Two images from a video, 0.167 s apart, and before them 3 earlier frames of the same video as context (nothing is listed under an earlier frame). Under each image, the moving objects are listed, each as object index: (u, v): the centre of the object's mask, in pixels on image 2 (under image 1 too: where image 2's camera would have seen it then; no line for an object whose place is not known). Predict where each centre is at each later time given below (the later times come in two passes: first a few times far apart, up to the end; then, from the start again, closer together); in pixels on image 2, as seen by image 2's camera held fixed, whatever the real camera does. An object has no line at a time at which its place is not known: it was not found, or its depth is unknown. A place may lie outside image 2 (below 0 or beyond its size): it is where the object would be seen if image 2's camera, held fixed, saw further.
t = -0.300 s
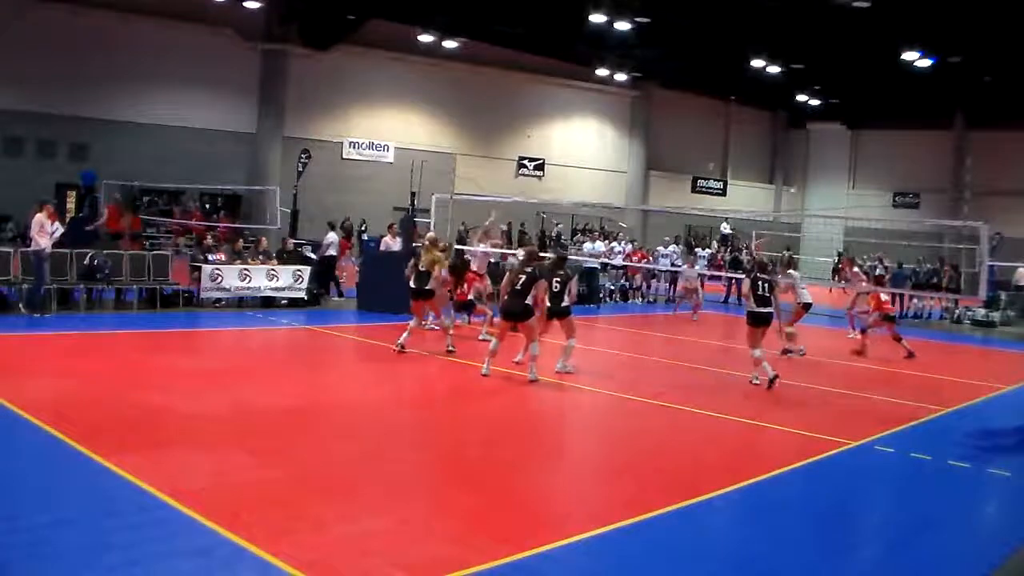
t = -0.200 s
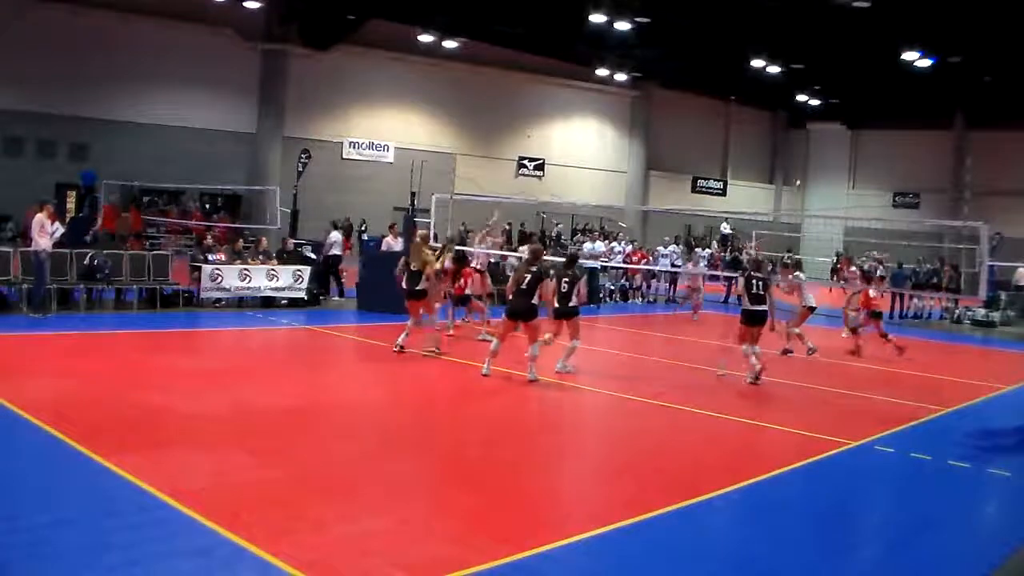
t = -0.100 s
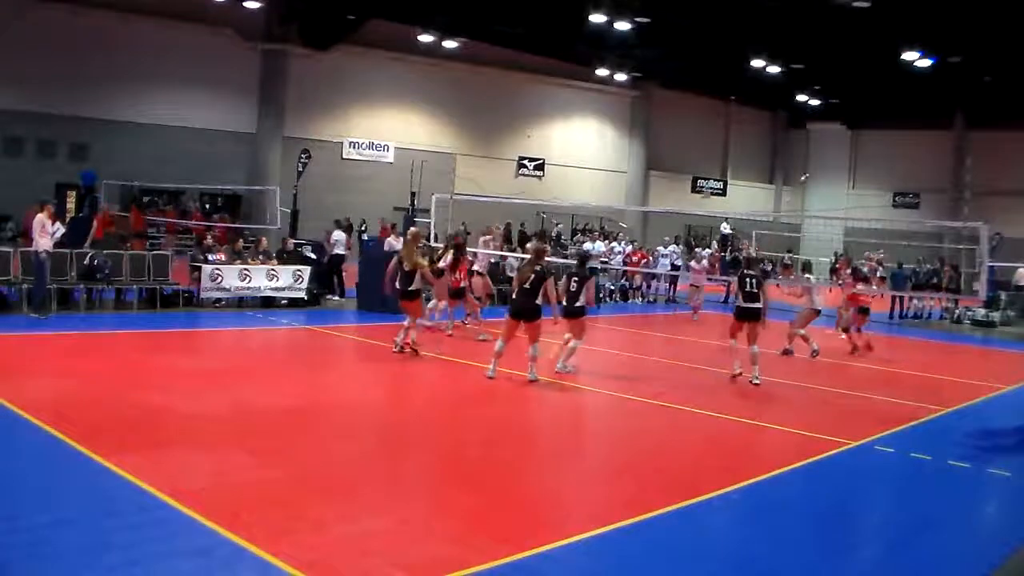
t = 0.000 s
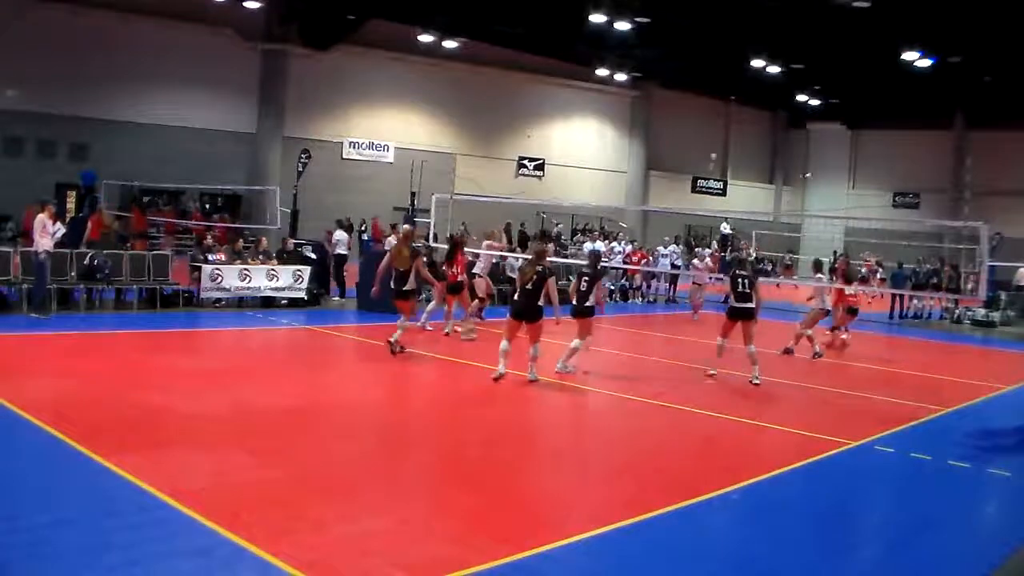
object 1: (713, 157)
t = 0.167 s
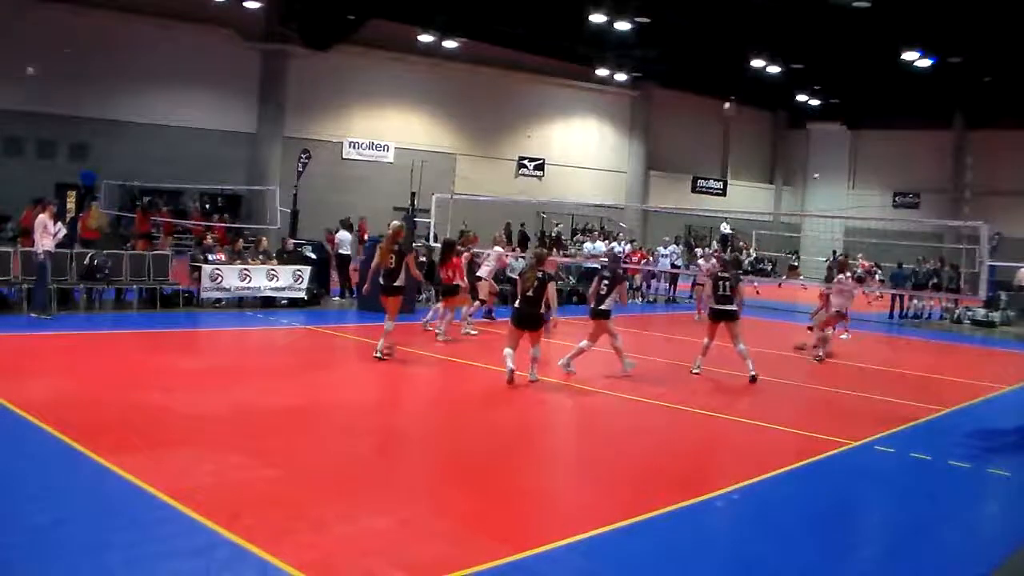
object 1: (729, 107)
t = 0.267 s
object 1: (734, 84)
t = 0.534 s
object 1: (755, 44)
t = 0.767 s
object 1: (774, 34)
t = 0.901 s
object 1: (785, 41)
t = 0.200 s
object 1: (730, 98)
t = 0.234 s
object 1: (732, 91)
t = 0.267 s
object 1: (734, 84)
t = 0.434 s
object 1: (747, 53)
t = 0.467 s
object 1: (750, 50)
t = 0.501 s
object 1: (753, 46)
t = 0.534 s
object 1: (755, 44)
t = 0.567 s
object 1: (758, 40)
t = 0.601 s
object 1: (761, 38)
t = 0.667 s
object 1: (767, 34)
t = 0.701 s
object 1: (770, 34)
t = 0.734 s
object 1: (772, 33)
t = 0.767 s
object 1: (774, 34)
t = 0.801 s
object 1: (777, 35)
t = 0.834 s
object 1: (780, 36)
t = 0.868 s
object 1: (782, 38)
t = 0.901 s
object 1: (785, 41)
